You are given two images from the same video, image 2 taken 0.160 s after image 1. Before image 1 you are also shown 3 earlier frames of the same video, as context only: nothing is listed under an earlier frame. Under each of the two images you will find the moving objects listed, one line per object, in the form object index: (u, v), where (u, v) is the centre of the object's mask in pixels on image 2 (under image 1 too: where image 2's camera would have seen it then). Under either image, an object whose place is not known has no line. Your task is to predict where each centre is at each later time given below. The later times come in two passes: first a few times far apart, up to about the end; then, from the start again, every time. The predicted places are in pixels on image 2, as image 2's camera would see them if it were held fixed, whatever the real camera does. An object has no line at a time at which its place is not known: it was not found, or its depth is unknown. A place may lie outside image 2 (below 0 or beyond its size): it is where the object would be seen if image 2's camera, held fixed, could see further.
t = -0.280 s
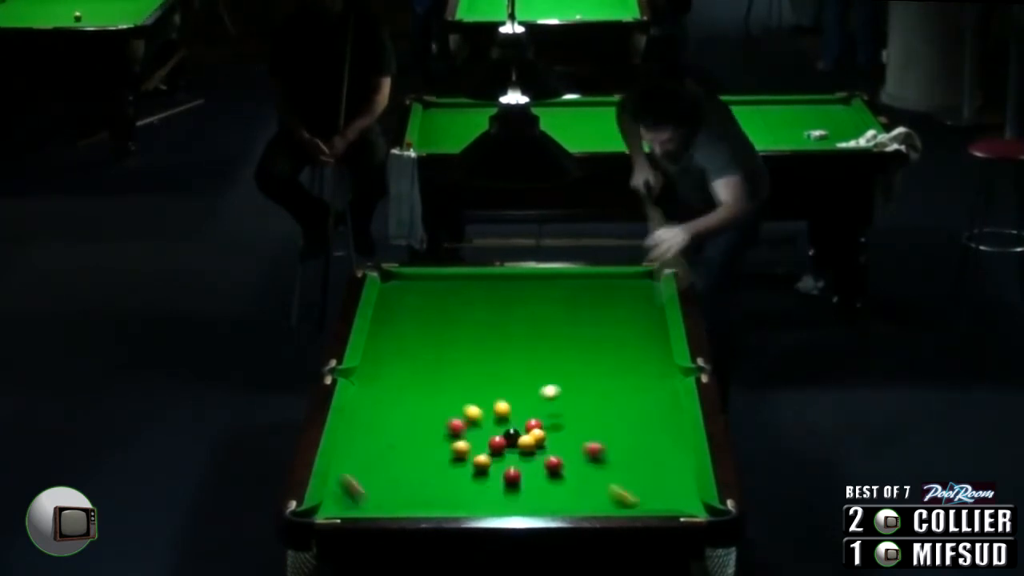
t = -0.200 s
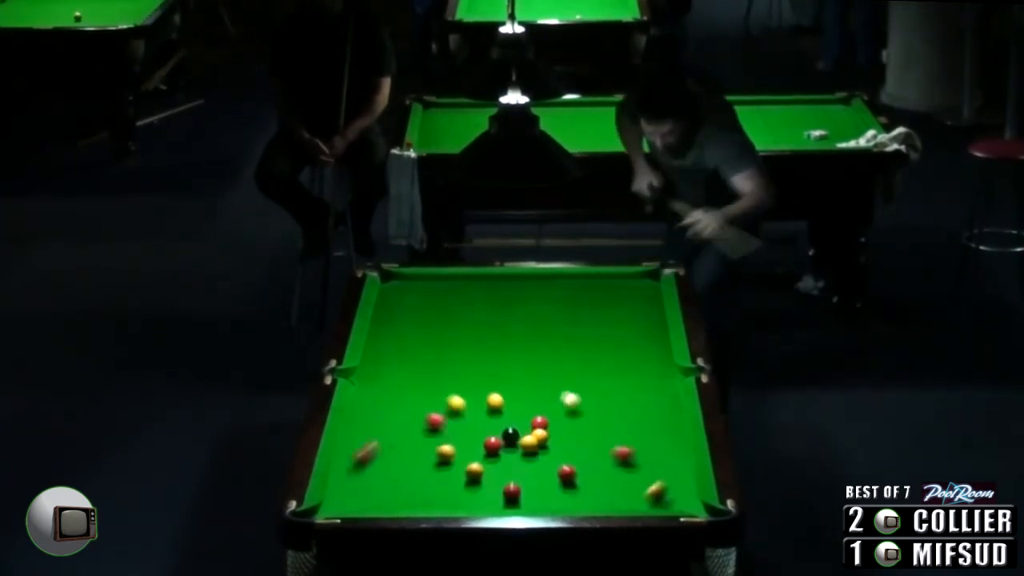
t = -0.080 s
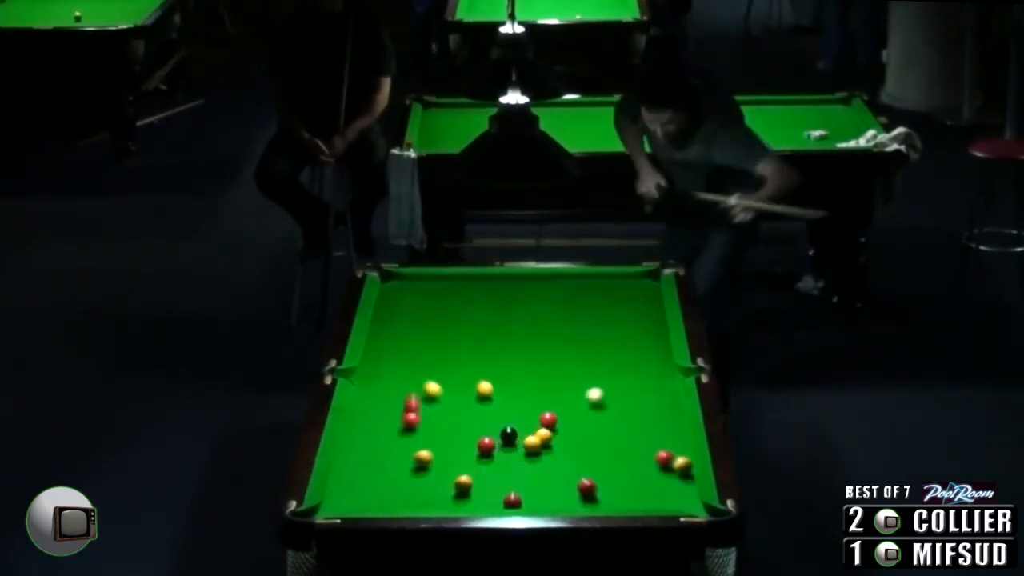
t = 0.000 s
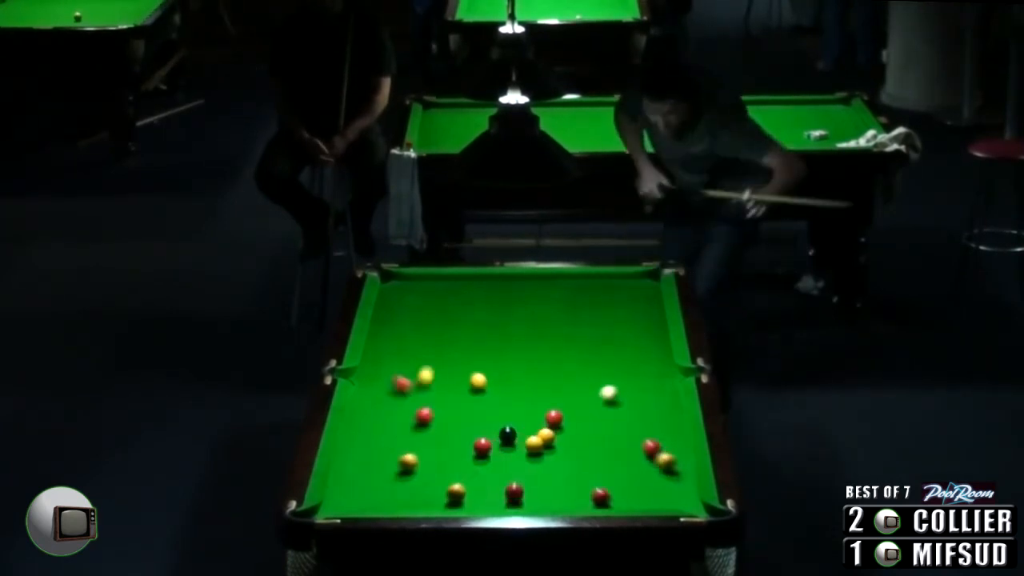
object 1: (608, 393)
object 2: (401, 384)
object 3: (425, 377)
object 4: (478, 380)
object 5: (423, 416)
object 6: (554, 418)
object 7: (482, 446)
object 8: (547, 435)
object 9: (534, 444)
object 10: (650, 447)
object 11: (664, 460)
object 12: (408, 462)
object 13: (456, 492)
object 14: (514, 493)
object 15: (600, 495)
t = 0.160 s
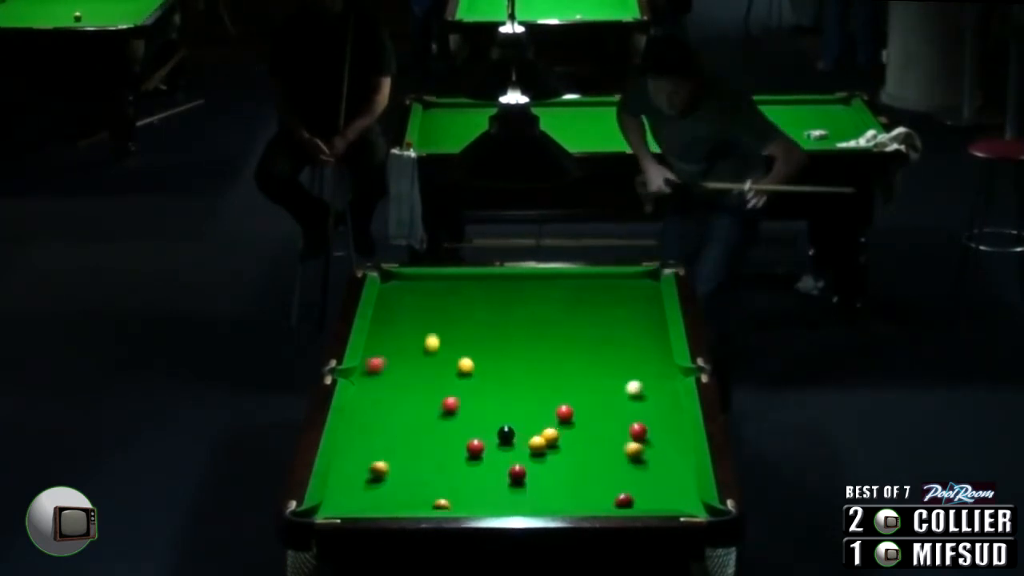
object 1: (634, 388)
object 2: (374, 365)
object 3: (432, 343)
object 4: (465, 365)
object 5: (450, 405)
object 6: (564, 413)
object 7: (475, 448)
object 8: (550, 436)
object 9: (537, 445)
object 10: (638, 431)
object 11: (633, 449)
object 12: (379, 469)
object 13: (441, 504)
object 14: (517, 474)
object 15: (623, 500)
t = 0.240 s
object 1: (646, 385)
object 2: (400, 360)
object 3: (433, 329)
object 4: (459, 358)
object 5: (463, 399)
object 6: (570, 411)
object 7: (472, 448)
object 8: (552, 436)
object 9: (538, 445)
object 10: (633, 423)
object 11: (618, 444)
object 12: (365, 472)
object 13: (438, 500)
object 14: (518, 465)
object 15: (632, 496)
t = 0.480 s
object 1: (679, 377)
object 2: (466, 346)
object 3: (437, 288)
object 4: (442, 337)
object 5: (499, 384)
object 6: (584, 405)
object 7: (463, 449)
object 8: (556, 436)
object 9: (541, 445)
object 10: (619, 402)
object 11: (576, 429)
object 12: (348, 482)
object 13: (428, 488)
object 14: (522, 439)
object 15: (656, 481)
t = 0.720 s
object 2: (527, 332)
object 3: (436, 291)
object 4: (427, 318)
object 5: (533, 369)
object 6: (597, 399)
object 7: (456, 451)
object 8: (558, 436)
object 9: (543, 445)
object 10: (607, 383)
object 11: (543, 415)
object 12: (368, 489)
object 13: (419, 474)
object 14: (520, 417)
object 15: (678, 467)
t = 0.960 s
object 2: (585, 320)
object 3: (434, 312)
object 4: (413, 300)
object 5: (563, 357)
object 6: (610, 394)
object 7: (450, 452)
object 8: (559, 437)
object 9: (543, 446)
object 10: (594, 366)
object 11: (538, 400)
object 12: (387, 495)
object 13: (410, 463)
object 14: (495, 398)
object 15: (674, 456)
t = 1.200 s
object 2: (639, 309)
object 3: (431, 334)
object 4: (399, 284)
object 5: (593, 343)
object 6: (620, 390)
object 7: (447, 452)
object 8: (560, 437)
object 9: (543, 446)
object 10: (582, 350)
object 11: (534, 386)
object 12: (405, 499)
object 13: (402, 452)
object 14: (472, 381)
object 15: (663, 447)
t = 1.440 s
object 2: (638, 301)
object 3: (429, 356)
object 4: (380, 276)
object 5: (617, 333)
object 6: (629, 387)
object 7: (445, 452)
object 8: (559, 437)
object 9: (543, 446)
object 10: (572, 335)
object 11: (530, 372)
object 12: (422, 502)
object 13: (395, 442)
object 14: (450, 365)
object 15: (653, 438)
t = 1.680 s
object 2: (613, 295)
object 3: (427, 380)
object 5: (641, 323)
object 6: (638, 384)
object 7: (445, 452)
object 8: (559, 437)
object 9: (543, 446)
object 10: (563, 322)
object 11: (527, 361)
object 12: (436, 504)
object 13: (389, 433)
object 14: (430, 350)
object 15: (645, 430)
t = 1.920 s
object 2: (590, 290)
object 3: (426, 404)
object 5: (655, 313)
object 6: (645, 381)
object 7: (445, 453)
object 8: (559, 437)
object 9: (542, 446)
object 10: (553, 309)
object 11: (523, 350)
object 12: (445, 503)
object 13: (383, 426)
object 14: (412, 337)
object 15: (638, 423)
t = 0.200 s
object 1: (640, 386)
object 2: (388, 362)
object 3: (432, 336)
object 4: (462, 362)
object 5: (456, 401)
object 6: (567, 412)
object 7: (473, 448)
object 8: (551, 436)
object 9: (537, 445)
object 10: (635, 427)
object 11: (625, 446)
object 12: (372, 471)
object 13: (439, 503)
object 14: (518, 469)
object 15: (628, 498)
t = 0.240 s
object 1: (646, 385)
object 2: (400, 360)
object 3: (433, 329)
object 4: (459, 358)
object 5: (463, 399)
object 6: (570, 411)
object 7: (472, 448)
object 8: (552, 436)
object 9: (538, 445)
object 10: (633, 423)
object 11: (618, 444)
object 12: (365, 472)
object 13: (438, 500)
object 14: (518, 465)
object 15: (632, 496)
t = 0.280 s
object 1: (652, 384)
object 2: (412, 358)
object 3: (433, 322)
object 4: (456, 354)
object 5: (469, 396)
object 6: (572, 410)
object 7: (470, 448)
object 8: (553, 436)
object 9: (539, 445)
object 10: (631, 420)
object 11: (611, 441)
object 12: (357, 474)
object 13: (436, 499)
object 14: (519, 460)
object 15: (636, 494)
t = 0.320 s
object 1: (658, 383)
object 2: (422, 355)
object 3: (434, 314)
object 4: (454, 351)
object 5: (475, 394)
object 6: (574, 409)
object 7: (468, 449)
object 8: (554, 436)
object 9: (539, 445)
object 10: (629, 416)
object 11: (604, 439)
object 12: (350, 476)
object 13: (435, 496)
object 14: (520, 456)
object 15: (640, 491)
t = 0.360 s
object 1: (664, 382)
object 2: (433, 353)
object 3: (435, 307)
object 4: (451, 347)
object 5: (481, 391)
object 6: (577, 408)
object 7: (467, 449)
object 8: (554, 436)
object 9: (540, 445)
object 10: (626, 412)
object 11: (597, 436)
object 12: (343, 478)
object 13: (433, 495)
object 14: (520, 452)
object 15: (644, 489)
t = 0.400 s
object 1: (670, 381)
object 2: (443, 351)
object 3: (435, 301)
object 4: (449, 342)
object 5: (487, 389)
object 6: (579, 407)
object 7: (465, 449)
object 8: (555, 436)
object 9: (540, 445)
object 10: (624, 409)
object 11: (590, 434)
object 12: (341, 480)
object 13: (431, 492)
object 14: (521, 447)
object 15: (648, 486)
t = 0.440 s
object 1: (675, 379)
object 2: (456, 348)
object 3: (436, 294)
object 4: (445, 340)
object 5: (493, 386)
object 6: (582, 406)
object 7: (464, 449)
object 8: (555, 436)
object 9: (541, 445)
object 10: (622, 405)
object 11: (583, 431)
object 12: (344, 481)
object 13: (430, 490)
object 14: (522, 443)
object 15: (652, 483)
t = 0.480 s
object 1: (679, 377)
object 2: (466, 346)
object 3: (437, 288)
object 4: (442, 337)
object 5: (499, 384)
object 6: (584, 405)
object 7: (463, 449)
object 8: (556, 436)
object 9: (541, 445)
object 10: (619, 402)
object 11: (576, 429)
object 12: (348, 482)
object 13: (428, 488)
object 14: (522, 439)
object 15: (656, 481)
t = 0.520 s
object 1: (682, 376)
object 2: (477, 343)
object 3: (437, 282)
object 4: (440, 334)
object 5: (505, 381)
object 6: (587, 404)
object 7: (461, 450)
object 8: (557, 436)
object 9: (541, 445)
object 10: (617, 399)
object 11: (569, 427)
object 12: (351, 483)
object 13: (426, 485)
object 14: (523, 435)
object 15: (660, 478)
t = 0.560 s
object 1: (684, 377)
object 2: (487, 341)
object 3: (438, 277)
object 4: (437, 330)
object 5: (510, 379)
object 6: (589, 403)
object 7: (460, 450)
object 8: (557, 436)
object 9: (542, 445)
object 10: (615, 396)
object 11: (563, 423)
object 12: (355, 484)
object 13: (425, 483)
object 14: (524, 432)
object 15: (663, 476)
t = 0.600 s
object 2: (497, 339)
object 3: (437, 280)
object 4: (434, 327)
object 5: (516, 376)
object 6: (591, 402)
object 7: (459, 450)
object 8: (557, 436)
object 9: (542, 445)
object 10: (613, 393)
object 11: (556, 421)
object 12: (358, 486)
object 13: (423, 481)
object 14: (525, 427)
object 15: (667, 474)
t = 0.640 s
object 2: (507, 337)
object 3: (437, 284)
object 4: (432, 324)
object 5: (521, 374)
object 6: (593, 401)
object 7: (458, 450)
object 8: (558, 437)
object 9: (542, 445)
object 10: (611, 389)
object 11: (549, 420)
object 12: (361, 486)
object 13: (422, 478)
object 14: (525, 424)
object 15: (671, 471)
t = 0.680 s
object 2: (518, 335)
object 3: (436, 288)
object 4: (429, 321)
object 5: (527, 371)
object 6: (595, 400)
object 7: (457, 450)
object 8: (558, 436)
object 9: (543, 445)
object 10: (609, 387)
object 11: (544, 418)
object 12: (365, 488)
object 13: (420, 477)
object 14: (525, 420)
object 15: (675, 469)
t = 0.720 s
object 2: (527, 332)
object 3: (436, 291)
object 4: (427, 318)
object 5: (533, 369)
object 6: (597, 399)
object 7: (456, 451)
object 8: (558, 436)
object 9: (543, 445)
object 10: (607, 383)
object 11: (543, 415)
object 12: (368, 489)
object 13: (419, 474)
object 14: (520, 417)
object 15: (678, 467)
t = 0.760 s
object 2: (537, 331)
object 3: (436, 295)
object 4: (424, 315)
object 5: (538, 367)
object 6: (600, 398)
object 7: (455, 451)
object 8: (559, 436)
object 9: (543, 445)
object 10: (605, 381)
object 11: (542, 412)
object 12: (371, 490)
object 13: (418, 473)
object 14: (516, 413)
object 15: (682, 464)
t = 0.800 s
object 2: (547, 328)
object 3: (435, 298)
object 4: (422, 312)
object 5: (543, 365)
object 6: (602, 397)
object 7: (454, 451)
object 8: (559, 436)
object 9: (543, 445)
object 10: (603, 377)
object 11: (542, 410)
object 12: (375, 491)
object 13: (416, 470)
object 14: (511, 410)
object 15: (682, 462)
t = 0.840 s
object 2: (557, 326)
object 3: (435, 301)
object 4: (419, 309)
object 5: (548, 363)
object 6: (604, 397)
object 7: (453, 451)
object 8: (559, 436)
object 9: (543, 445)
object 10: (600, 374)
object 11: (541, 407)
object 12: (378, 492)
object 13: (415, 468)
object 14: (507, 407)
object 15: (680, 461)
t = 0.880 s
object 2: (566, 324)
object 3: (435, 305)
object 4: (417, 306)
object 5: (553, 361)
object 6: (606, 396)
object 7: (452, 451)
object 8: (559, 437)
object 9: (543, 445)
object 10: (599, 372)
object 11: (540, 404)
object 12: (381, 492)
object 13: (413, 466)
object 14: (503, 404)
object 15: (678, 459)
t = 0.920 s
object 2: (575, 322)
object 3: (434, 308)
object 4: (414, 303)
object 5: (558, 359)
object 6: (608, 395)
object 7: (451, 451)
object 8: (559, 437)
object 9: (543, 446)
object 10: (596, 369)
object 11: (539, 402)
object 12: (384, 494)
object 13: (412, 464)
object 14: (499, 401)
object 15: (676, 457)
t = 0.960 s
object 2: (585, 320)
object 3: (434, 312)
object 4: (413, 300)
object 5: (563, 357)
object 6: (610, 394)
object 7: (450, 452)
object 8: (559, 437)
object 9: (543, 446)
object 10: (594, 366)
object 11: (538, 400)
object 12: (387, 495)
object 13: (410, 463)
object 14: (495, 398)
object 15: (674, 456)
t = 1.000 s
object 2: (594, 318)
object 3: (433, 316)
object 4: (410, 297)
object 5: (568, 355)
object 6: (611, 394)
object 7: (449, 452)
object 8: (559, 437)
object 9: (543, 446)
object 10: (592, 363)
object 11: (537, 397)
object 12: (390, 496)
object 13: (409, 461)
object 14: (491, 395)
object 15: (672, 454)
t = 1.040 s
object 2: (603, 316)
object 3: (433, 320)
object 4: (408, 295)
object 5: (573, 353)
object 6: (613, 393)
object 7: (449, 452)
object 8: (559, 437)
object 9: (543, 446)
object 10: (590, 361)
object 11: (537, 395)
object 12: (393, 497)
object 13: (408, 459)
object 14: (487, 392)
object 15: (670, 453)
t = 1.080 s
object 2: (612, 314)
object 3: (432, 323)
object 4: (406, 292)
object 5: (576, 350)
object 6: (615, 392)
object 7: (448, 452)
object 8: (559, 437)
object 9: (543, 446)
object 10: (589, 358)
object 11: (536, 392)
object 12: (396, 497)
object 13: (406, 457)
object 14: (483, 390)
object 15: (668, 451)
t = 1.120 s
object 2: (621, 313)
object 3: (432, 327)
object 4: (404, 290)
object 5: (580, 346)
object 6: (617, 392)
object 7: (447, 452)
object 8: (559, 437)
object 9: (543, 446)
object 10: (587, 355)
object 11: (535, 390)
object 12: (399, 498)
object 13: (405, 455)
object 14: (479, 387)
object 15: (667, 450)
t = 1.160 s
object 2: (630, 310)
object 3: (432, 330)
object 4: (401, 287)
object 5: (588, 343)
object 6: (619, 391)
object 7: (447, 452)
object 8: (560, 436)
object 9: (543, 446)
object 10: (585, 352)
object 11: (535, 388)
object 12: (402, 499)
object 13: (404, 453)
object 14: (475, 384)
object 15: (664, 448)
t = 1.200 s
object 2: (639, 309)
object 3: (431, 334)
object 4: (399, 284)
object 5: (593, 343)
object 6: (620, 390)
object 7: (447, 452)
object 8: (560, 437)
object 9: (543, 446)
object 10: (582, 350)
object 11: (534, 386)
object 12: (405, 499)
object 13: (402, 452)
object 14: (472, 381)
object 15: (663, 447)
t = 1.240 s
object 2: (648, 307)
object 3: (431, 338)
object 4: (397, 281)
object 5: (596, 342)
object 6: (622, 390)
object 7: (446, 452)
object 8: (559, 437)
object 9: (543, 446)
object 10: (581, 347)
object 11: (533, 383)
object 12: (408, 500)
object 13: (401, 450)
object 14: (468, 378)
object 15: (661, 445)
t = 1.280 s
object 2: (655, 305)
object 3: (430, 342)
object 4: (395, 279)
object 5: (601, 341)
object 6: (623, 389)
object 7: (446, 452)
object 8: (559, 436)
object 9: (543, 446)
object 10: (579, 345)
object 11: (533, 382)
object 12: (411, 500)
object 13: (400, 448)
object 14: (464, 376)
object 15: (659, 443)
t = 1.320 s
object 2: (652, 304)
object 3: (430, 345)
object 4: (393, 277)
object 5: (605, 339)
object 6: (625, 388)
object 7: (446, 452)
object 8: (560, 436)
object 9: (543, 446)
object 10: (577, 342)
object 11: (532, 379)
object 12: (414, 501)
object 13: (399, 447)
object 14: (461, 373)
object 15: (658, 442)
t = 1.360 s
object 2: (647, 303)
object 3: (430, 349)
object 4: (390, 275)
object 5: (609, 337)
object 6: (627, 388)
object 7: (445, 453)
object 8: (559, 437)
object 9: (543, 446)
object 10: (576, 340)
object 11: (531, 377)
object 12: (417, 501)
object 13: (398, 445)
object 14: (457, 370)
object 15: (656, 441)
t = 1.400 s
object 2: (642, 302)
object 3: (430, 353)
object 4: (385, 275)
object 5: (613, 335)
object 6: (628, 387)
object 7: (445, 452)
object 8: (559, 436)
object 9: (543, 446)
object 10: (574, 338)
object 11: (531, 374)
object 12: (420, 502)
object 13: (396, 443)
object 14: (453, 368)
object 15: (655, 439)
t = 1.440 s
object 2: (638, 301)
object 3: (429, 356)
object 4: (380, 276)
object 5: (617, 333)
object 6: (629, 387)
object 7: (445, 452)
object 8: (559, 437)
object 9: (543, 446)
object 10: (572, 335)
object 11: (530, 372)
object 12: (422, 502)
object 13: (395, 442)
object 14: (450, 365)
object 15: (653, 438)
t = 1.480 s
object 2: (634, 300)
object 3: (429, 360)
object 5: (622, 332)
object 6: (631, 386)
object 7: (445, 452)
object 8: (559, 437)
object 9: (543, 446)
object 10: (571, 333)
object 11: (530, 371)
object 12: (425, 503)
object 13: (394, 440)
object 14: (447, 363)
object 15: (652, 437)
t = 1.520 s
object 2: (629, 299)
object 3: (428, 364)
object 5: (626, 330)
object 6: (632, 386)
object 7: (445, 453)
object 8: (559, 436)
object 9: (543, 446)
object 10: (569, 331)
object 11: (529, 368)
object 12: (427, 503)
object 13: (393, 439)
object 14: (444, 360)
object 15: (650, 435)
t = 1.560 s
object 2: (625, 298)
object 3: (428, 368)
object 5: (630, 328)
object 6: (634, 385)
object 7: (445, 452)
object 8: (559, 437)
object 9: (543, 446)
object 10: (567, 328)
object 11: (528, 367)
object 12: (430, 504)
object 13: (392, 438)
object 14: (441, 357)
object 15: (649, 434)
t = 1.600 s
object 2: (622, 297)
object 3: (428, 372)
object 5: (633, 326)
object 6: (635, 384)
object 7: (445, 453)
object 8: (559, 437)
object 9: (543, 446)
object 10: (566, 326)
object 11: (528, 364)
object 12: (432, 504)
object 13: (391, 436)
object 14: (437, 355)
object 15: (647, 433)
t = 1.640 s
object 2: (617, 296)
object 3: (428, 376)
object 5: (637, 324)
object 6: (637, 384)
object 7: (445, 453)
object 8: (559, 437)
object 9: (543, 446)
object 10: (564, 324)
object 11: (527, 363)
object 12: (434, 504)
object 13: (390, 435)
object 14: (433, 353)
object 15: (646, 432)
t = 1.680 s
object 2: (613, 295)
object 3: (427, 380)
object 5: (641, 323)
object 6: (638, 384)
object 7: (445, 452)
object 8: (559, 437)
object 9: (543, 446)
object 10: (563, 322)
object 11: (527, 361)
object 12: (436, 504)
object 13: (389, 433)
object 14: (430, 350)
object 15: (645, 430)
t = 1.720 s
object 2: (609, 295)
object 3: (427, 384)
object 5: (645, 321)
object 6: (639, 383)
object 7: (445, 453)
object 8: (559, 437)
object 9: (543, 446)
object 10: (561, 320)
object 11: (526, 359)
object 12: (437, 504)
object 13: (388, 432)
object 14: (427, 348)
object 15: (644, 429)
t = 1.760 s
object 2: (606, 294)
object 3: (427, 388)
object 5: (649, 319)
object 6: (640, 383)
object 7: (445, 452)
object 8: (559, 437)
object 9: (543, 446)
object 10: (559, 317)
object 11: (526, 357)
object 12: (439, 503)
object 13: (387, 431)
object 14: (424, 346)
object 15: (643, 428)
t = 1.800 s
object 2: (602, 293)
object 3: (426, 391)
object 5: (652, 317)
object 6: (642, 382)
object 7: (445, 453)
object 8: (559, 437)
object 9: (543, 446)
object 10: (558, 315)
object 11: (525, 355)
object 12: (441, 503)
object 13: (386, 429)
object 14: (421, 343)
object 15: (641, 427)
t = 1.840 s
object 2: (598, 292)
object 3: (426, 395)
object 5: (656, 316)
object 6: (643, 382)
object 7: (445, 453)
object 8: (559, 437)
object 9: (543, 446)
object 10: (556, 313)
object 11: (525, 353)
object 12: (442, 503)
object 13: (385, 428)
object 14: (418, 341)
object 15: (640, 426)
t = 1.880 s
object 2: (594, 291)
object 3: (426, 399)
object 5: (657, 314)
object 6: (644, 382)
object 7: (445, 453)
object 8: (559, 437)
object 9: (543, 446)
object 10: (555, 311)
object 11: (524, 352)
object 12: (444, 503)
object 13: (384, 427)
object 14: (415, 339)
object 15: (639, 424)
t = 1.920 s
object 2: (590, 290)
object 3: (426, 404)
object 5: (655, 313)
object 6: (645, 381)
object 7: (445, 453)
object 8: (559, 437)
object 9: (542, 446)
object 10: (553, 309)
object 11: (523, 350)
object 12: (445, 503)
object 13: (383, 426)
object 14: (412, 337)
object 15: (638, 423)
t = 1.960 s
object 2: (587, 289)
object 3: (425, 408)
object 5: (654, 312)
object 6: (646, 381)
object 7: (445, 453)
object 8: (559, 437)
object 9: (542, 446)
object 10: (552, 307)
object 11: (523, 348)
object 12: (447, 502)
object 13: (382, 424)
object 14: (409, 335)
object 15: (636, 423)
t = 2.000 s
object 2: (583, 289)
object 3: (425, 412)
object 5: (653, 311)
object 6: (647, 380)
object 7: (445, 453)
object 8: (559, 437)
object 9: (542, 446)
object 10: (550, 305)
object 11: (523, 346)
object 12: (448, 502)
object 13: (381, 423)
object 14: (406, 333)
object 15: (635, 422)
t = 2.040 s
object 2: (579, 288)
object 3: (424, 416)
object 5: (651, 310)
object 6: (648, 380)
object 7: (445, 453)
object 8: (559, 437)
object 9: (542, 446)
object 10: (549, 303)
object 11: (522, 345)
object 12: (449, 502)
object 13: (380, 422)
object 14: (404, 330)
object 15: (634, 421)
